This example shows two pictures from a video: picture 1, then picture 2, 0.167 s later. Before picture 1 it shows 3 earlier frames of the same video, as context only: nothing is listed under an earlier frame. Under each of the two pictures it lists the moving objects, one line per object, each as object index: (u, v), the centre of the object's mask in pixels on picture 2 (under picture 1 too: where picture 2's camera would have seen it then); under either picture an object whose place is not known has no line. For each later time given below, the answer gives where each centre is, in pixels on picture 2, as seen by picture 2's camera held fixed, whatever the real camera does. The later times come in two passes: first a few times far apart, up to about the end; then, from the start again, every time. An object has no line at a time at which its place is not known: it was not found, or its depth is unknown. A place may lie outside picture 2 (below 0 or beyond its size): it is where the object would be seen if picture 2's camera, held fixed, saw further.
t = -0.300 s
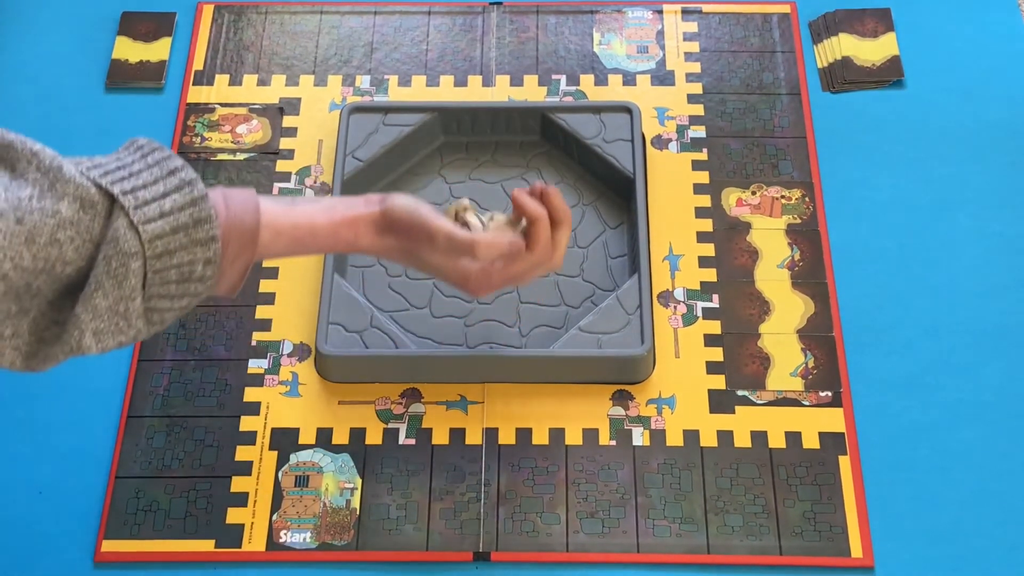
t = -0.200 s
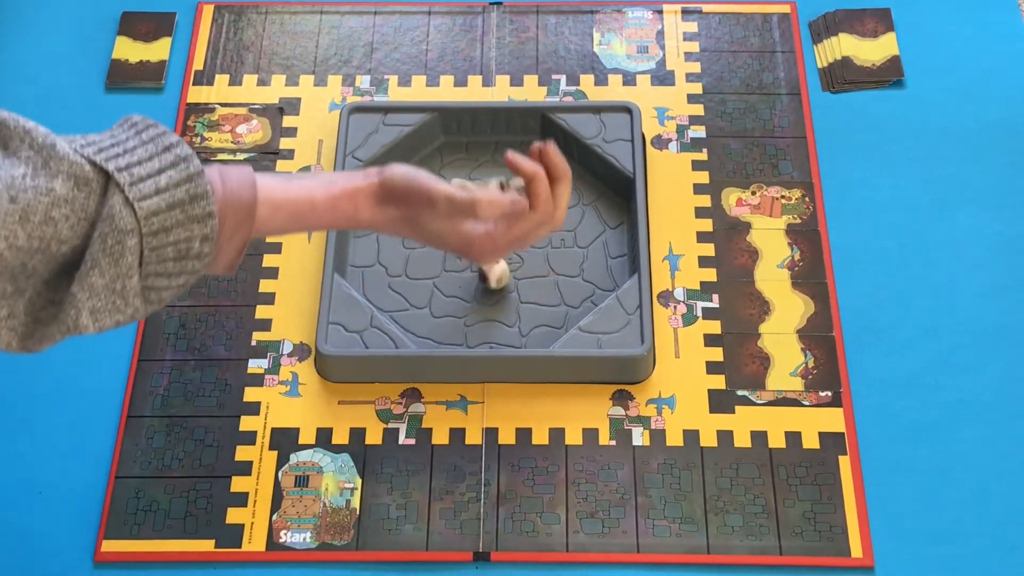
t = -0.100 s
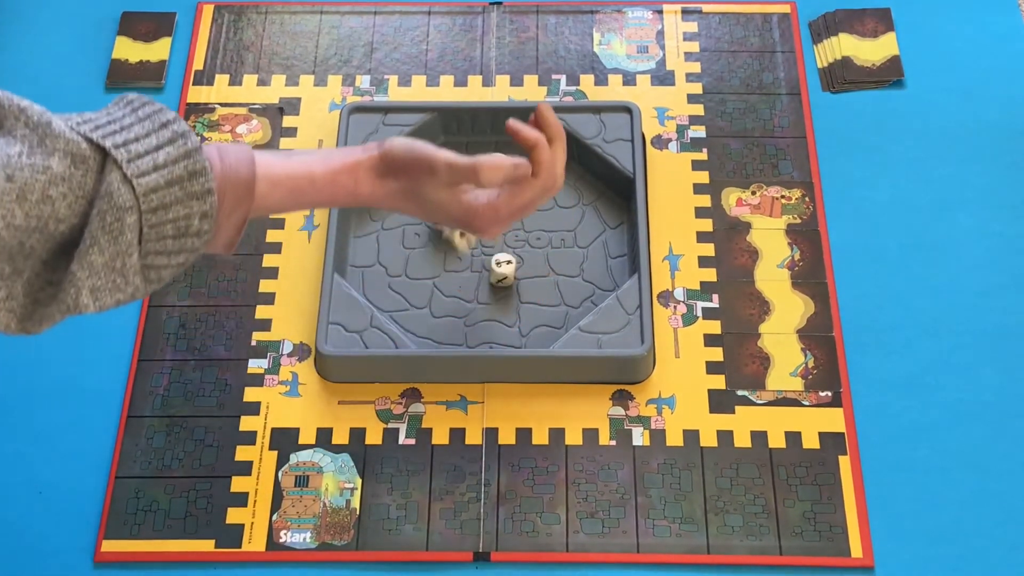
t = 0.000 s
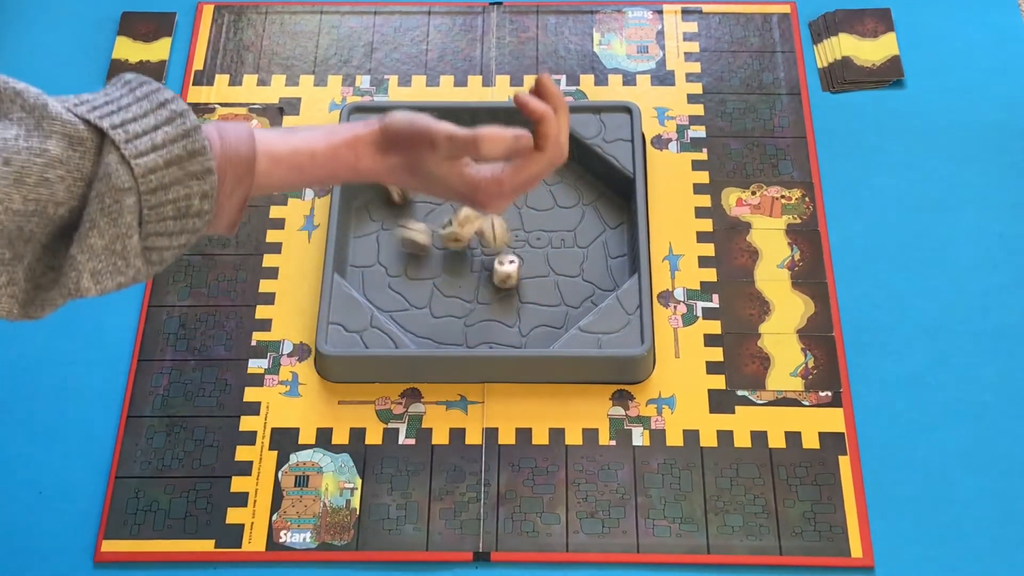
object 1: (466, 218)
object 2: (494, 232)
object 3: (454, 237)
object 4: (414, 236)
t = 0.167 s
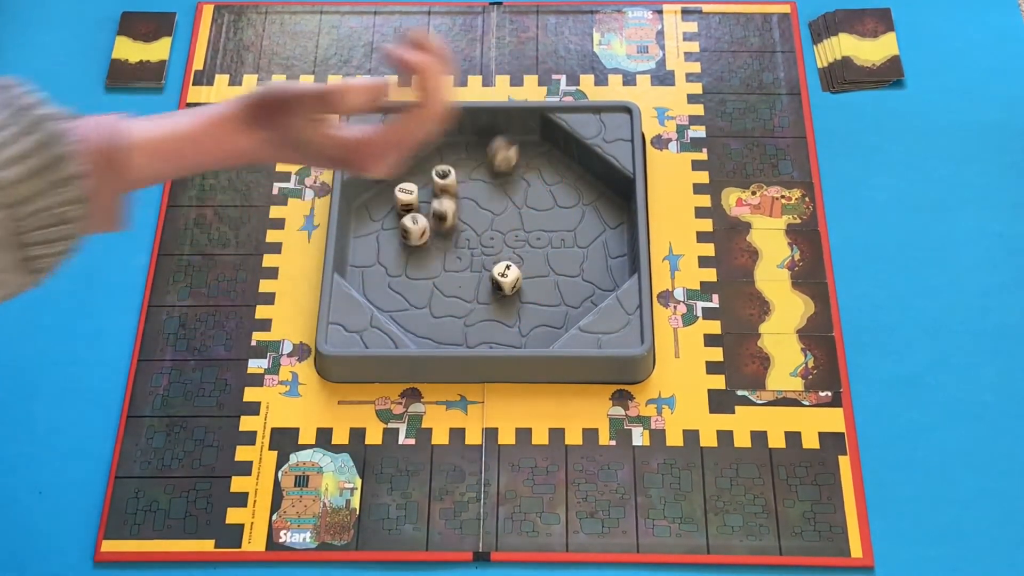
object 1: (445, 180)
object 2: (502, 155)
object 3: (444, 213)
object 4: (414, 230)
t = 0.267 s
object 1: (439, 164)
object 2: (518, 153)
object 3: (455, 187)
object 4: (416, 237)
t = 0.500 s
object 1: (439, 162)
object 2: (521, 165)
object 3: (456, 184)
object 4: (412, 247)
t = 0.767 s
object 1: (439, 162)
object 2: (521, 165)
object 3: (456, 184)
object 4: (415, 245)
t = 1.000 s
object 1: (439, 161)
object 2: (522, 164)
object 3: (456, 184)
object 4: (416, 246)
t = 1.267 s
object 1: (439, 162)
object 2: (521, 165)
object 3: (456, 184)
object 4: (416, 246)
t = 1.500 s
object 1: (439, 161)
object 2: (521, 165)
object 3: (456, 184)
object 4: (416, 246)
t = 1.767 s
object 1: (439, 161)
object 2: (521, 165)
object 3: (456, 184)
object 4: (416, 246)
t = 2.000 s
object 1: (439, 161)
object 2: (522, 164)
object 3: (456, 184)
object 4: (416, 246)
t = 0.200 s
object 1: (442, 172)
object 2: (509, 142)
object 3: (446, 200)
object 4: (414, 233)
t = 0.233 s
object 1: (440, 168)
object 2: (514, 145)
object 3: (450, 191)
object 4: (416, 235)
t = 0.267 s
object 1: (439, 164)
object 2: (518, 153)
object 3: (455, 187)
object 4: (416, 237)
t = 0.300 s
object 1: (439, 163)
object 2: (520, 159)
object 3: (457, 186)
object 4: (416, 239)
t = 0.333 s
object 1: (439, 162)
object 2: (521, 163)
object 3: (458, 185)
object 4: (416, 240)
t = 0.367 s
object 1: (439, 162)
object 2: (521, 165)
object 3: (457, 184)
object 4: (415, 242)
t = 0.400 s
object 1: (439, 162)
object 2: (521, 165)
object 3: (456, 184)
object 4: (415, 245)
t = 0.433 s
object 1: (439, 162)
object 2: (521, 165)
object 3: (456, 184)
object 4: (414, 246)
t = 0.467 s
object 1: (439, 162)
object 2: (521, 165)
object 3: (456, 184)
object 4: (413, 247)
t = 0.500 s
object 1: (439, 162)
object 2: (521, 165)
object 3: (456, 184)
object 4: (412, 247)
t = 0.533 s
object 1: (439, 162)
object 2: (521, 165)
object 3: (456, 184)
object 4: (411, 247)
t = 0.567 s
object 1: (439, 162)
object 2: (521, 165)
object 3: (456, 184)
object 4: (411, 246)
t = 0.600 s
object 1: (439, 162)
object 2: (521, 165)
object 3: (456, 184)
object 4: (411, 246)
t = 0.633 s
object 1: (439, 162)
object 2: (521, 165)
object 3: (456, 184)
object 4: (411, 245)
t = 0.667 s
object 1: (439, 162)
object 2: (521, 165)
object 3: (456, 184)
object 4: (412, 245)
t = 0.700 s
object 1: (439, 162)
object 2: (521, 165)
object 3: (456, 184)
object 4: (413, 245)
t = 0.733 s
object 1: (439, 162)
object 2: (521, 165)
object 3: (456, 184)
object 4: (414, 245)
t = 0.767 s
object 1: (439, 162)
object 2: (521, 165)
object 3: (456, 184)
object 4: (415, 245)
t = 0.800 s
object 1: (439, 162)
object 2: (521, 165)
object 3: (456, 184)
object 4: (415, 246)
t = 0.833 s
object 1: (439, 162)
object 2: (521, 165)
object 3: (456, 184)
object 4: (415, 246)
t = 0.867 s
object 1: (439, 162)
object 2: (522, 164)
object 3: (456, 184)
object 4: (415, 246)
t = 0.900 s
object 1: (439, 162)
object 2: (521, 165)
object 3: (456, 184)
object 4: (415, 246)
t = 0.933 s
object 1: (439, 162)
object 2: (522, 164)
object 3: (456, 184)
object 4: (416, 245)
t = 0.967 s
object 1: (439, 162)
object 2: (522, 164)
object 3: (456, 184)
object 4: (416, 246)
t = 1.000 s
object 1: (439, 161)
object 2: (522, 164)
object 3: (456, 184)
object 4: (416, 246)
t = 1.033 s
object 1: (439, 161)
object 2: (522, 164)
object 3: (456, 184)
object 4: (416, 246)
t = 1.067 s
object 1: (439, 162)
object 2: (522, 164)
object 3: (456, 184)
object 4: (415, 246)
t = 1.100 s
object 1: (439, 161)
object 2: (522, 164)
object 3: (456, 184)
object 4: (416, 246)
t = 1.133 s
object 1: (439, 162)
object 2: (522, 164)
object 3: (456, 184)
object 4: (416, 245)
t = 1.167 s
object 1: (439, 162)
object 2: (521, 165)
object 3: (456, 184)
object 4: (416, 245)
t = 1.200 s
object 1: (439, 161)
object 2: (522, 164)
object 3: (456, 184)
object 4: (415, 246)
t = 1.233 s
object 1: (439, 162)
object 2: (522, 164)
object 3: (456, 184)
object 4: (416, 245)
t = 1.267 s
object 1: (439, 162)
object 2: (521, 165)
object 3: (456, 184)
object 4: (416, 246)
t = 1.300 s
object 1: (439, 162)
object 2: (521, 165)
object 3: (456, 184)
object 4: (416, 246)
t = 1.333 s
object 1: (439, 162)
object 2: (521, 165)
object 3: (456, 184)
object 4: (416, 246)
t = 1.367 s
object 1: (439, 162)
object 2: (522, 165)
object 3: (456, 184)
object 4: (416, 246)
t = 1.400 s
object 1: (439, 161)
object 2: (522, 164)
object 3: (456, 184)
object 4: (416, 245)
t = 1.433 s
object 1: (439, 162)
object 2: (522, 165)
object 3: (456, 184)
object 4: (416, 246)
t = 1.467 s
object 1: (439, 161)
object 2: (522, 165)
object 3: (456, 184)
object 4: (416, 246)
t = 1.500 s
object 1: (439, 161)
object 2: (521, 165)
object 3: (456, 184)
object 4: (416, 246)
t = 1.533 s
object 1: (439, 162)
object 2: (521, 165)
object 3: (456, 184)
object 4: (416, 246)
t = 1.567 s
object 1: (439, 162)
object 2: (521, 165)
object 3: (456, 184)
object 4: (415, 246)
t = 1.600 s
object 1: (439, 162)
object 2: (521, 165)
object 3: (456, 184)
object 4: (416, 245)
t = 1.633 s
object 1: (439, 162)
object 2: (521, 165)
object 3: (456, 184)
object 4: (416, 245)
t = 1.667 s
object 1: (439, 162)
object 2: (521, 165)
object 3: (456, 184)
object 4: (416, 246)
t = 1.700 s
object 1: (439, 161)
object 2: (521, 165)
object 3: (456, 184)
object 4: (415, 246)
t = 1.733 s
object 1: (439, 162)
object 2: (521, 165)
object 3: (456, 184)
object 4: (416, 246)
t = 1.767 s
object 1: (439, 161)
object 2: (521, 165)
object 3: (456, 184)
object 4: (416, 246)
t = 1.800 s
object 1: (439, 162)
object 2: (521, 165)
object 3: (456, 184)
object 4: (416, 245)
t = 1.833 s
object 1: (439, 161)
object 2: (521, 165)
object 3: (456, 184)
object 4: (416, 246)
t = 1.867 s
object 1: (439, 161)
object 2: (521, 165)
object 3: (456, 184)
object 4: (416, 245)
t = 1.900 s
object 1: (439, 161)
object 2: (521, 165)
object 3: (456, 184)
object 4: (415, 246)
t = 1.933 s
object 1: (439, 161)
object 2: (521, 165)
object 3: (456, 184)
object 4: (416, 246)
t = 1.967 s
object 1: (439, 161)
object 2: (521, 165)
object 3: (456, 184)
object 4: (416, 246)
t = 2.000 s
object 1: (439, 161)
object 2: (522, 164)
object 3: (456, 184)
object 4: (416, 246)
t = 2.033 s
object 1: (439, 162)
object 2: (521, 165)
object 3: (456, 184)
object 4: (415, 246)
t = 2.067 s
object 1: (439, 161)
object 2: (522, 164)
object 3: (456, 184)
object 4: (415, 246)
